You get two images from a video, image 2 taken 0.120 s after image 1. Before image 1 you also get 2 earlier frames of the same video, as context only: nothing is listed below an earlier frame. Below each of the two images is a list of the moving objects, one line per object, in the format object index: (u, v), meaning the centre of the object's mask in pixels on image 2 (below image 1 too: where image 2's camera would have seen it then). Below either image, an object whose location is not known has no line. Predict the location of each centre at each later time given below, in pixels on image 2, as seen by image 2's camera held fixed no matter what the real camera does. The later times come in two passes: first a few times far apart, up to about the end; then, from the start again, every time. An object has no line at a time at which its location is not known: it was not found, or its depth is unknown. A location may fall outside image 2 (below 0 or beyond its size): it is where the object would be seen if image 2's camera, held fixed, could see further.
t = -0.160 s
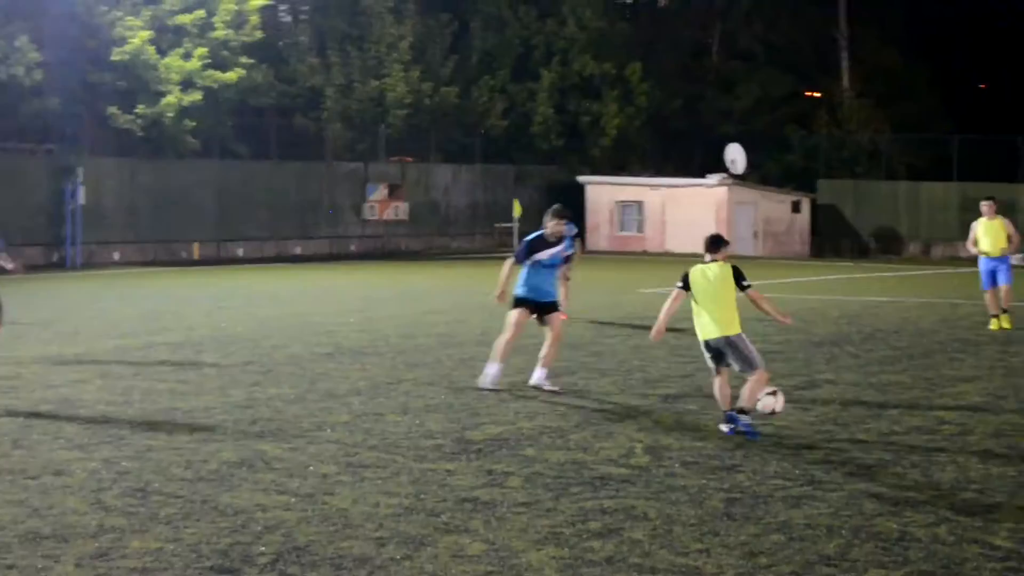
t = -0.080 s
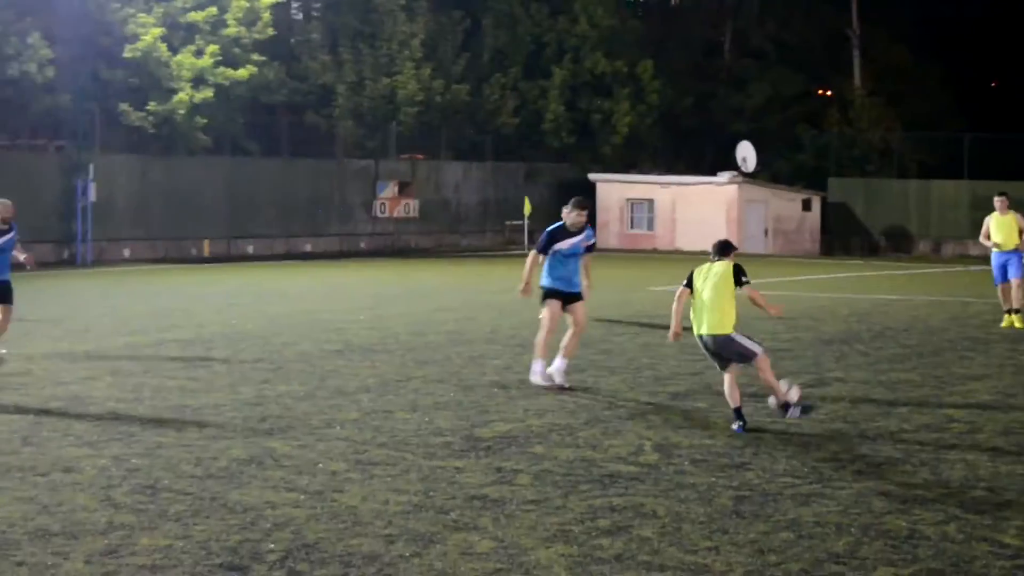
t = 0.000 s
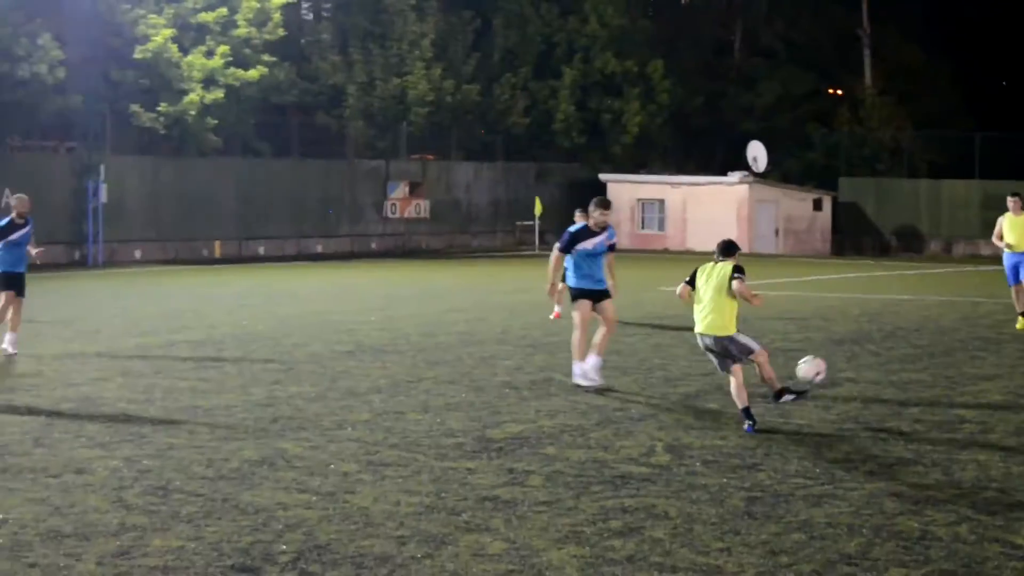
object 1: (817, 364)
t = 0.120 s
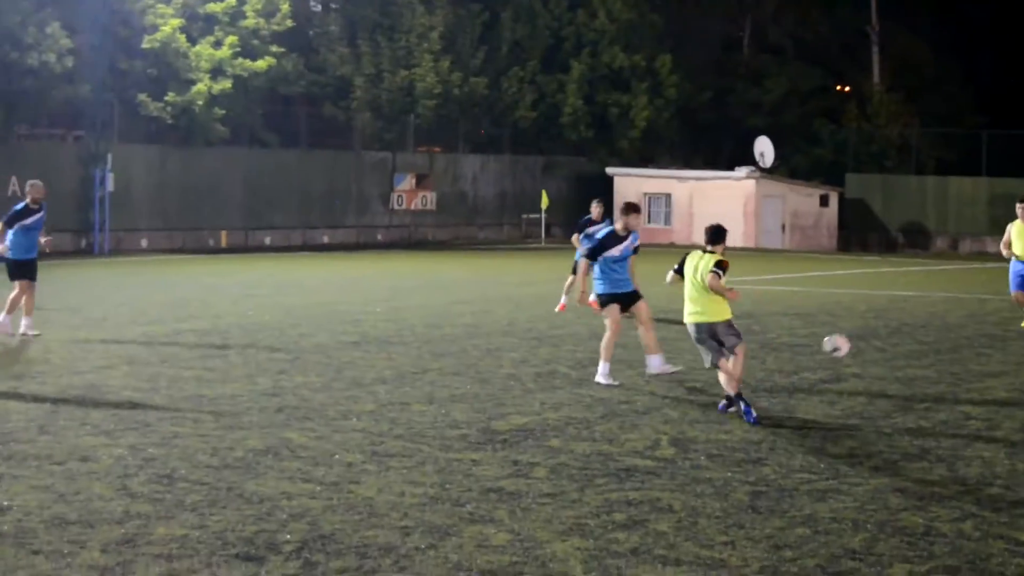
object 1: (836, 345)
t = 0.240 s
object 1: (850, 345)
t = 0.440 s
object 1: (866, 331)
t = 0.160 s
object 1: (841, 343)
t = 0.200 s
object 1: (846, 343)
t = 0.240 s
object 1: (850, 345)
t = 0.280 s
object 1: (854, 349)
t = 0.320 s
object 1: (858, 354)
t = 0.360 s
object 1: (861, 354)
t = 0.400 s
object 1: (862, 346)
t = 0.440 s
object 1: (866, 331)
